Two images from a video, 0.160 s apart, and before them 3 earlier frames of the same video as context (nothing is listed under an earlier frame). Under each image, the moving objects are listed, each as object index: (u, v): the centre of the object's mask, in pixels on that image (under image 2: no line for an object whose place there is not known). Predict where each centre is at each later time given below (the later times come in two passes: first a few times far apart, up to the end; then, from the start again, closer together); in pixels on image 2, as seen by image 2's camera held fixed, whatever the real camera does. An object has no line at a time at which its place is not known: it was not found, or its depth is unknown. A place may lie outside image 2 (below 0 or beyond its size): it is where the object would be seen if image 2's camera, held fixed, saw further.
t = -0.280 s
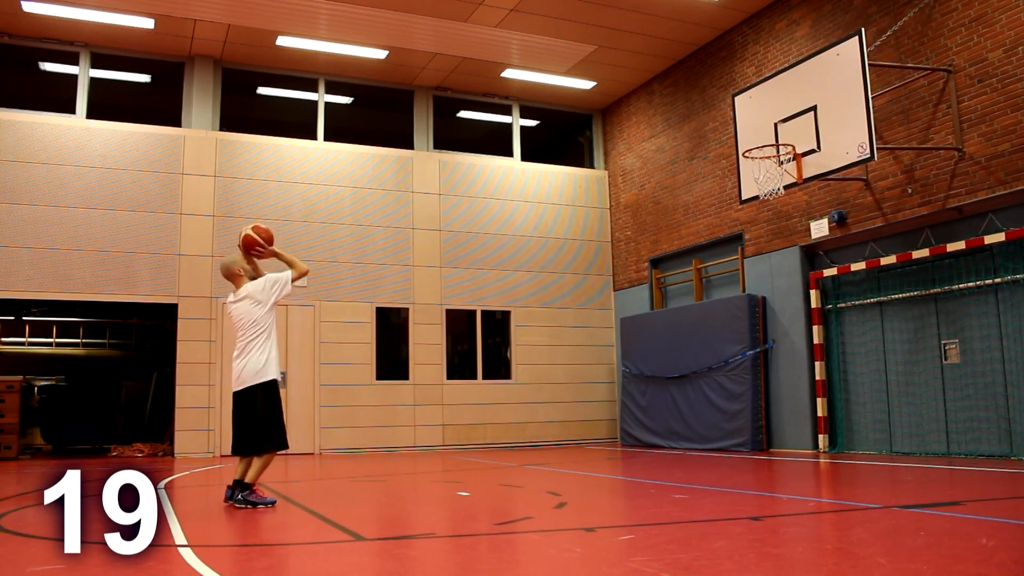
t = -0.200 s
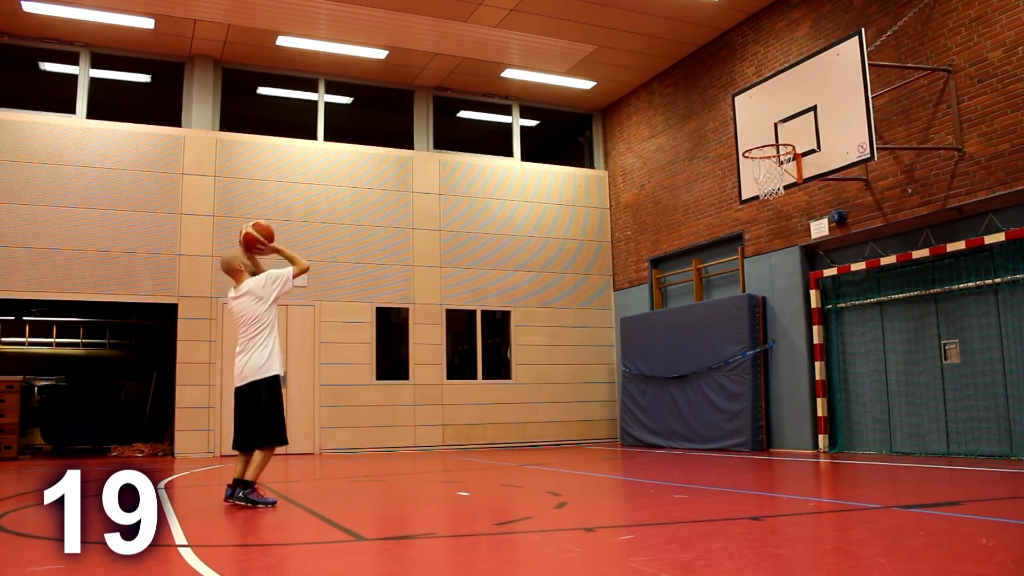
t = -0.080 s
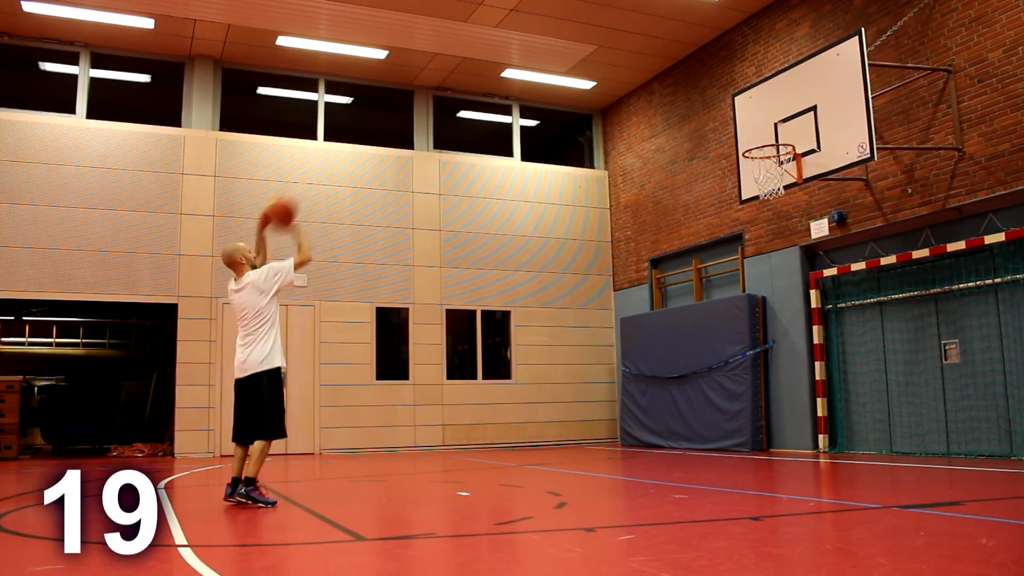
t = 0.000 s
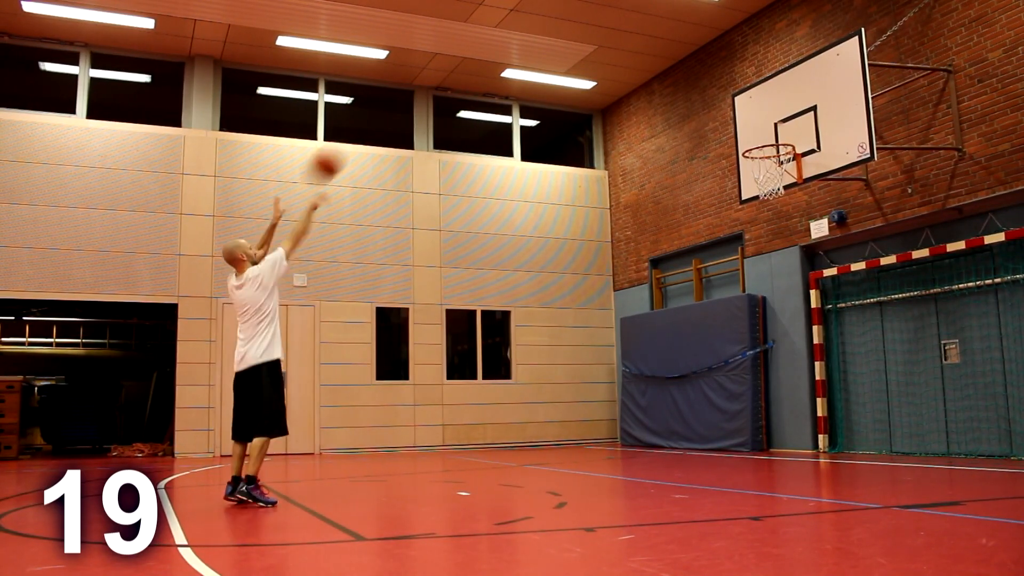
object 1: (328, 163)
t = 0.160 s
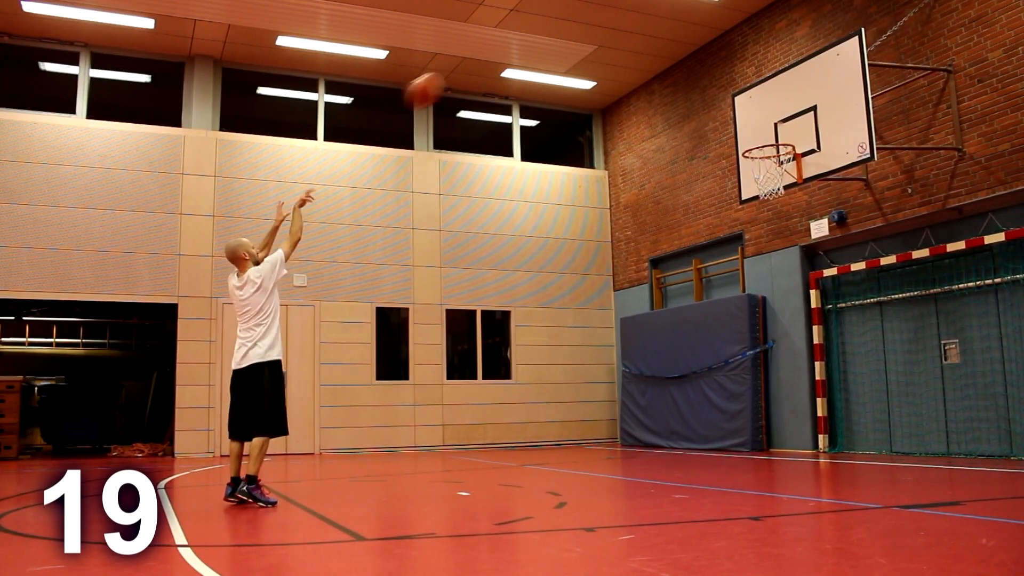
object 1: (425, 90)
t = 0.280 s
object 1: (490, 62)
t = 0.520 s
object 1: (612, 55)
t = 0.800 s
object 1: (733, 120)
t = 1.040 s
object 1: (783, 185)
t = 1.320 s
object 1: (787, 255)
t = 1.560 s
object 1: (794, 401)
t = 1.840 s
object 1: (773, 360)
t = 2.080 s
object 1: (750, 303)
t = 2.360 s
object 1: (726, 321)
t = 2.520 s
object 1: (715, 377)
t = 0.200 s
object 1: (448, 77)
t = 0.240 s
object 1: (470, 69)
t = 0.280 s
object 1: (490, 62)
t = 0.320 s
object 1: (512, 55)
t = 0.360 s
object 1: (532, 53)
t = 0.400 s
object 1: (553, 52)
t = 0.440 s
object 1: (574, 51)
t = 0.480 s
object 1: (593, 52)
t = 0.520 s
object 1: (612, 55)
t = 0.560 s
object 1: (629, 60)
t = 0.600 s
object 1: (647, 65)
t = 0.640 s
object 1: (665, 73)
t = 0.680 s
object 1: (682, 83)
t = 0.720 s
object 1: (699, 94)
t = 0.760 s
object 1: (717, 106)
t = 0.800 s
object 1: (733, 120)
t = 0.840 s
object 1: (752, 135)
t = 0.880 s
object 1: (769, 155)
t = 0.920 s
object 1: (780, 168)
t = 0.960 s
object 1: (778, 178)
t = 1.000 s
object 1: (782, 180)
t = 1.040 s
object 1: (783, 185)
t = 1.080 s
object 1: (785, 188)
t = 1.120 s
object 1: (786, 192)
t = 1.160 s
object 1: (785, 201)
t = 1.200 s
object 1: (786, 212)
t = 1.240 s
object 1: (786, 224)
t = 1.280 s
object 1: (786, 237)
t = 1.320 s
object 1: (787, 255)
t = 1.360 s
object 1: (787, 273)
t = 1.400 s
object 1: (788, 295)
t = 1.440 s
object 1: (790, 317)
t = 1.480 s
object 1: (791, 343)
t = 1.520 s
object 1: (793, 370)
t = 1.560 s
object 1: (794, 401)
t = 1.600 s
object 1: (794, 431)
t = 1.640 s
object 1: (796, 459)
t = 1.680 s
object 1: (791, 434)
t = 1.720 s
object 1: (786, 414)
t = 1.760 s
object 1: (782, 393)
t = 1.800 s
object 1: (778, 376)
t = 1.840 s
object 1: (773, 360)
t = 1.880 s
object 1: (769, 346)
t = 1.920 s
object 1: (765, 333)
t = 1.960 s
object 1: (761, 323)
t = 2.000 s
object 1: (757, 314)
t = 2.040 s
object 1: (753, 308)
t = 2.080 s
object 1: (750, 303)
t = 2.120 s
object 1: (746, 300)
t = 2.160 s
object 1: (743, 298)
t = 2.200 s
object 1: (739, 299)
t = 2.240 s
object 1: (736, 301)
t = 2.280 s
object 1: (732, 306)
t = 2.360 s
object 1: (726, 321)
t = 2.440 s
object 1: (720, 345)
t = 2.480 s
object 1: (717, 360)
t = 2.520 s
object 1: (715, 377)
